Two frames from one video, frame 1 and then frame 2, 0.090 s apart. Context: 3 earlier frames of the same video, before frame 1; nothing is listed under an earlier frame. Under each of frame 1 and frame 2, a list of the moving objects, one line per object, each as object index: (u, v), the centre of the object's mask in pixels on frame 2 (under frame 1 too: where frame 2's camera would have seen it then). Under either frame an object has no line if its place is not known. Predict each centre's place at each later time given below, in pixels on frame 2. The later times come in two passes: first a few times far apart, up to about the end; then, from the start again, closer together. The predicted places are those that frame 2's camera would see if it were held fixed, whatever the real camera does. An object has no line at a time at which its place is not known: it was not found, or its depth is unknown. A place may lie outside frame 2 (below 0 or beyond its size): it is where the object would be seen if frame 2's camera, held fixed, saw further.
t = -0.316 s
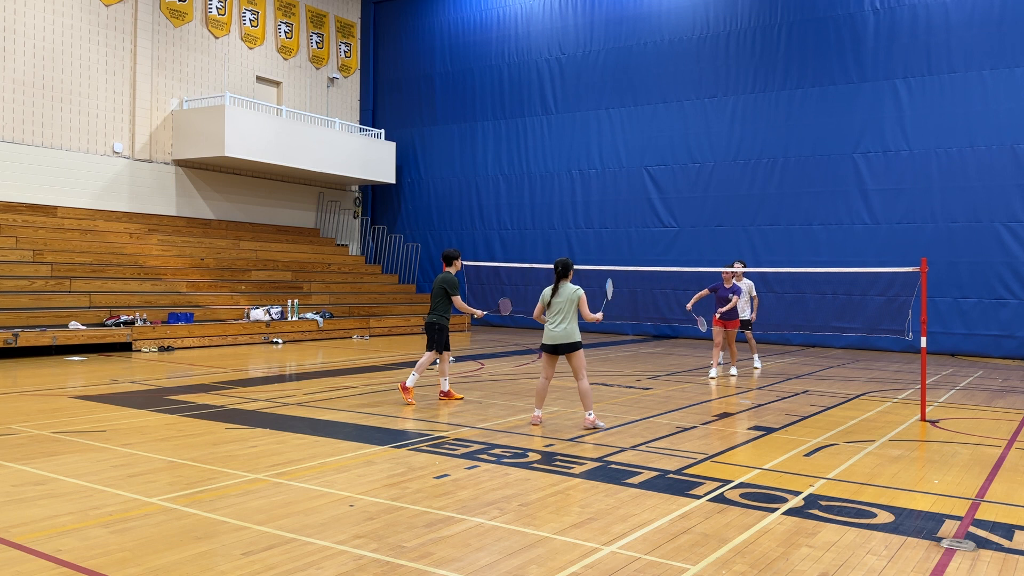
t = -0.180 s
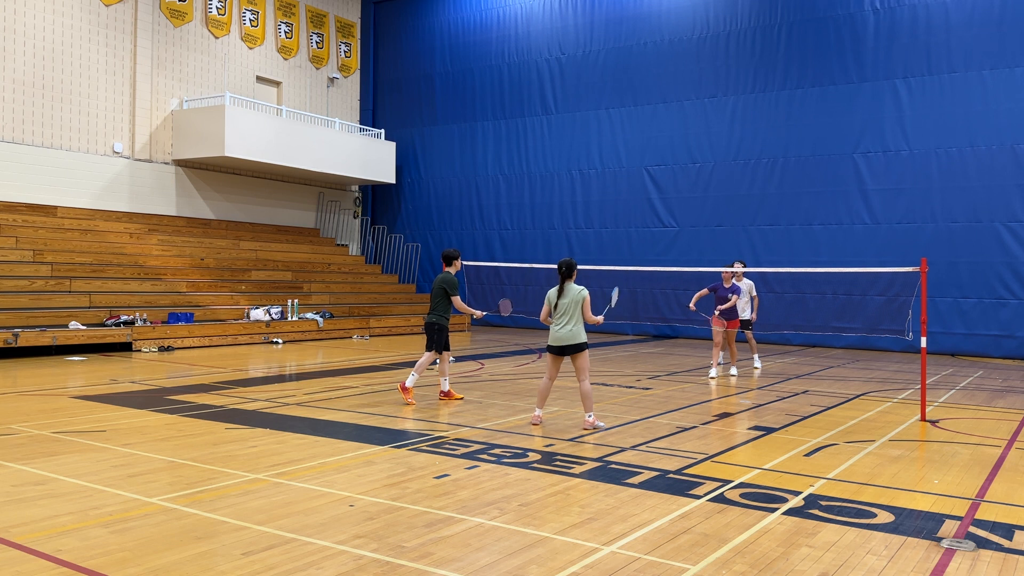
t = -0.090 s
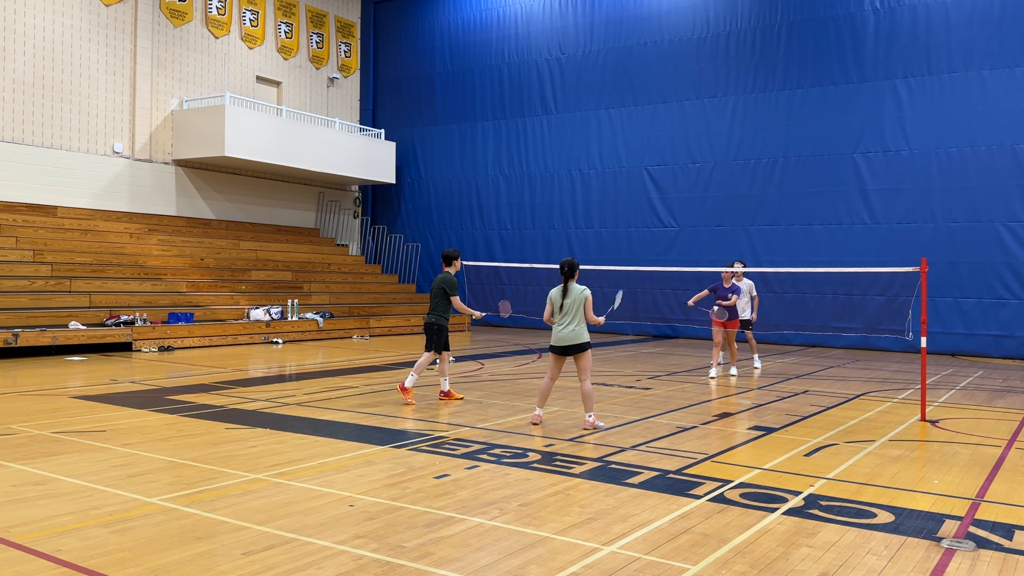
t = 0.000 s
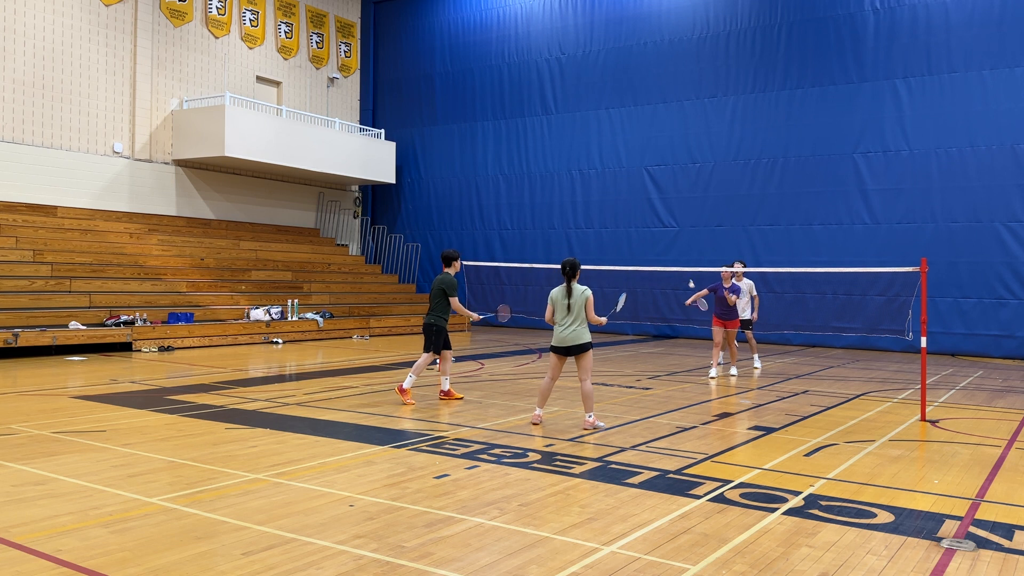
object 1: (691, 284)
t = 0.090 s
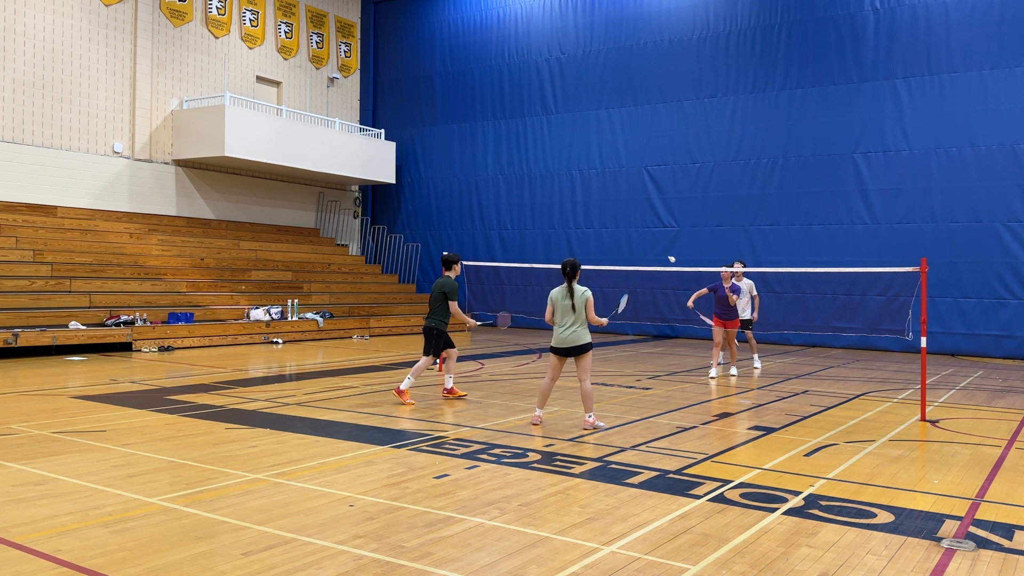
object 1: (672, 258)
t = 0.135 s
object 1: (659, 247)
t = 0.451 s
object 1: (585, 226)
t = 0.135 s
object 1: (659, 247)
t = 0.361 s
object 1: (608, 223)
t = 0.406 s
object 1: (596, 224)
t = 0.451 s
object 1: (585, 226)
